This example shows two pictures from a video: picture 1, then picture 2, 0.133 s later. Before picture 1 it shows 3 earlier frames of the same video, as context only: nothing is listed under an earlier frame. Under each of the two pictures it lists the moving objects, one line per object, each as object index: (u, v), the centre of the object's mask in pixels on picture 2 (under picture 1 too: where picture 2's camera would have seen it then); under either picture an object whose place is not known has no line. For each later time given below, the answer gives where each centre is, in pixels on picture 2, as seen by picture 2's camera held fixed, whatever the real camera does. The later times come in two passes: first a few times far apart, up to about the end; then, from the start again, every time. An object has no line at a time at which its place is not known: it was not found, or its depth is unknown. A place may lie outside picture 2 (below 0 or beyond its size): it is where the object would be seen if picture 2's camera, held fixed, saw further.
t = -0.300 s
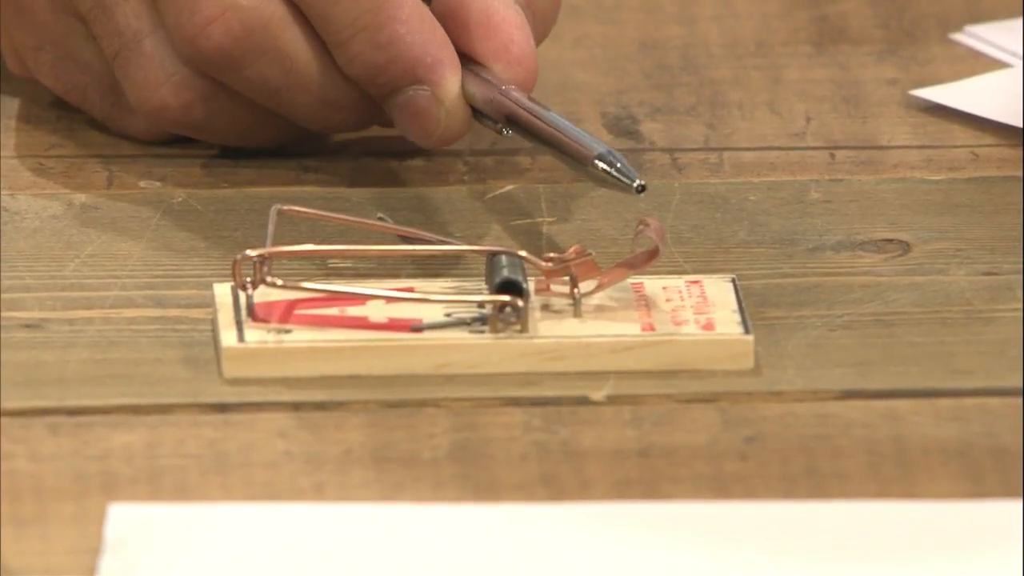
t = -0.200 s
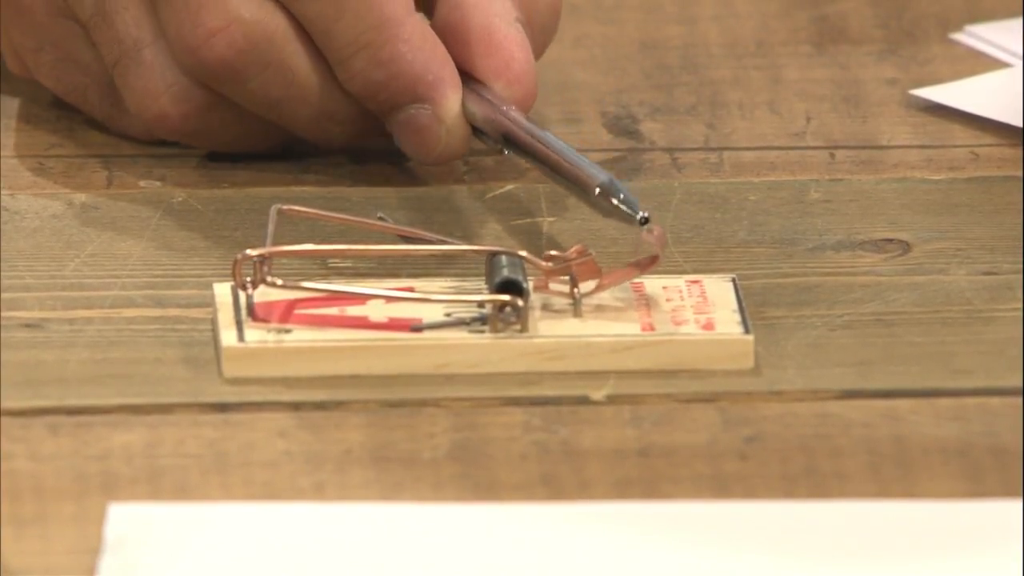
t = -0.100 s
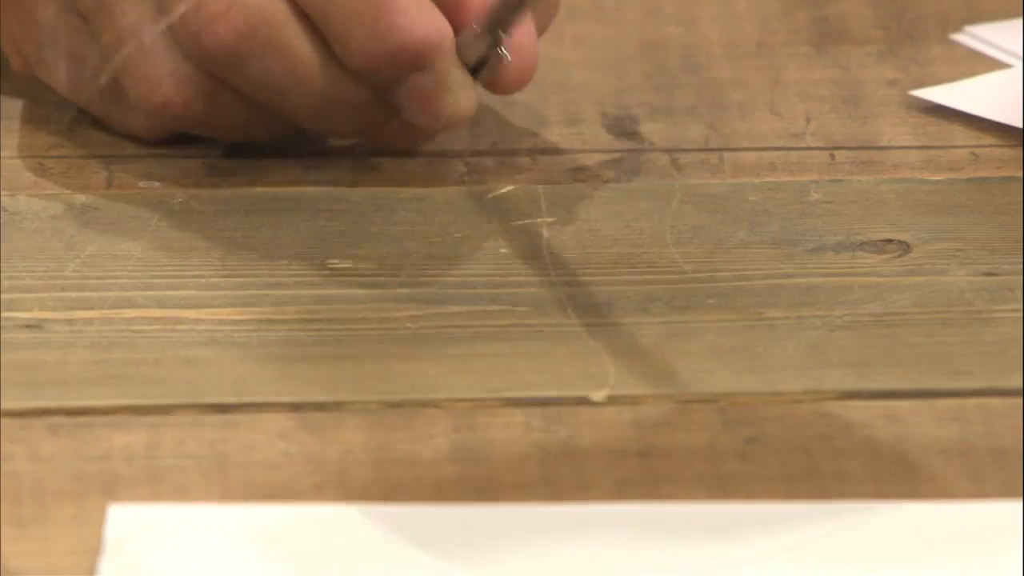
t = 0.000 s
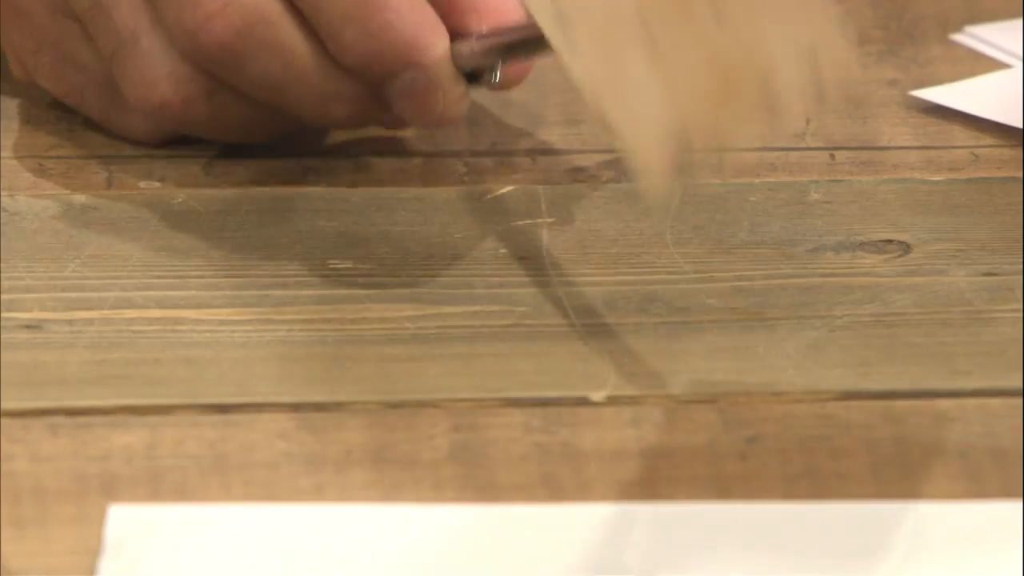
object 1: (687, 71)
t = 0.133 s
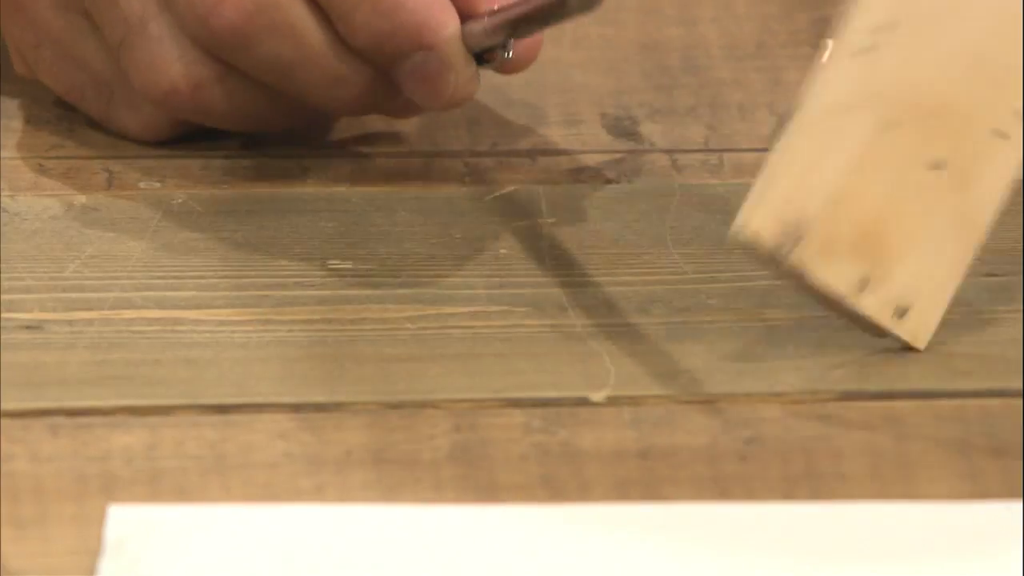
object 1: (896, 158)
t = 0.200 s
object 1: (940, 186)
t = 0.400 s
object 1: (911, 204)
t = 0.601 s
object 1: (906, 192)
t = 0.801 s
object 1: (906, 195)
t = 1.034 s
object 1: (909, 195)
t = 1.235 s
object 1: (918, 199)
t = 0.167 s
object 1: (920, 164)
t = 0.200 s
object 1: (940, 186)
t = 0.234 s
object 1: (959, 205)
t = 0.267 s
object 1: (959, 192)
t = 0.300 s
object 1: (949, 185)
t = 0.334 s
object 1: (931, 194)
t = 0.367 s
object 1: (918, 193)
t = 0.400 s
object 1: (911, 204)
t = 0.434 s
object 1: (905, 196)
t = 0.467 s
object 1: (906, 193)
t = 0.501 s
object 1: (905, 195)
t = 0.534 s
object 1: (906, 193)
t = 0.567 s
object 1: (906, 193)
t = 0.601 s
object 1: (906, 192)
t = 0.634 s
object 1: (907, 195)
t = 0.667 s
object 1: (907, 195)
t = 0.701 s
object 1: (908, 197)
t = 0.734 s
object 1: (907, 196)
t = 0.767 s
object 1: (906, 195)
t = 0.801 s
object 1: (906, 195)
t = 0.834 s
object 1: (907, 195)
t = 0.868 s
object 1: (907, 195)
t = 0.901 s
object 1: (909, 197)
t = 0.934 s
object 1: (909, 196)
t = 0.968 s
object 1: (908, 196)
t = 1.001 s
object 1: (909, 196)
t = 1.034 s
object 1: (909, 195)
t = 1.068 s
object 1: (910, 196)
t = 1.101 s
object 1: (911, 197)
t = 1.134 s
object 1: (913, 198)
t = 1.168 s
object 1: (914, 198)
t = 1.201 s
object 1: (915, 198)
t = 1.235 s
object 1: (918, 199)
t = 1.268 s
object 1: (921, 199)
